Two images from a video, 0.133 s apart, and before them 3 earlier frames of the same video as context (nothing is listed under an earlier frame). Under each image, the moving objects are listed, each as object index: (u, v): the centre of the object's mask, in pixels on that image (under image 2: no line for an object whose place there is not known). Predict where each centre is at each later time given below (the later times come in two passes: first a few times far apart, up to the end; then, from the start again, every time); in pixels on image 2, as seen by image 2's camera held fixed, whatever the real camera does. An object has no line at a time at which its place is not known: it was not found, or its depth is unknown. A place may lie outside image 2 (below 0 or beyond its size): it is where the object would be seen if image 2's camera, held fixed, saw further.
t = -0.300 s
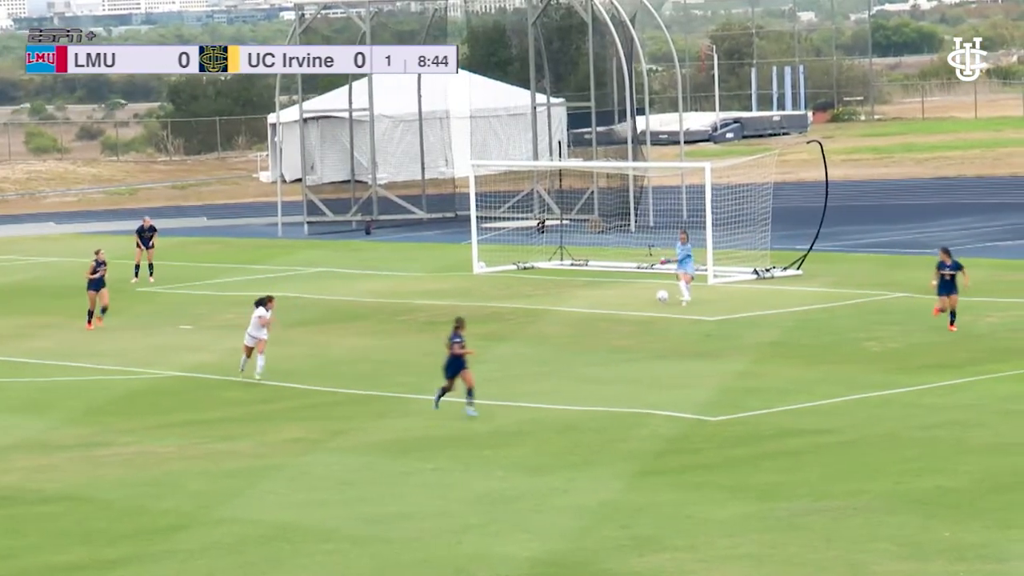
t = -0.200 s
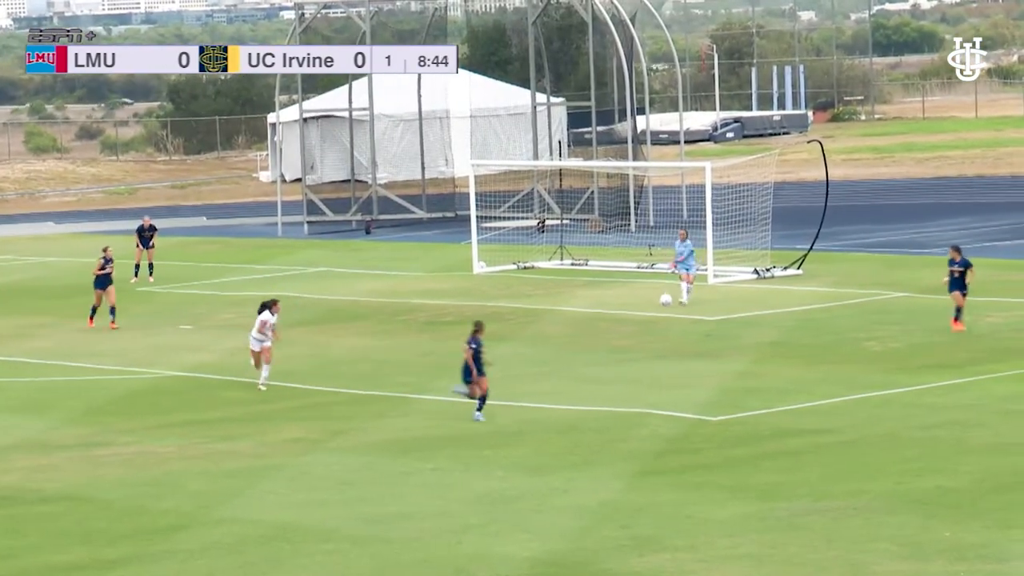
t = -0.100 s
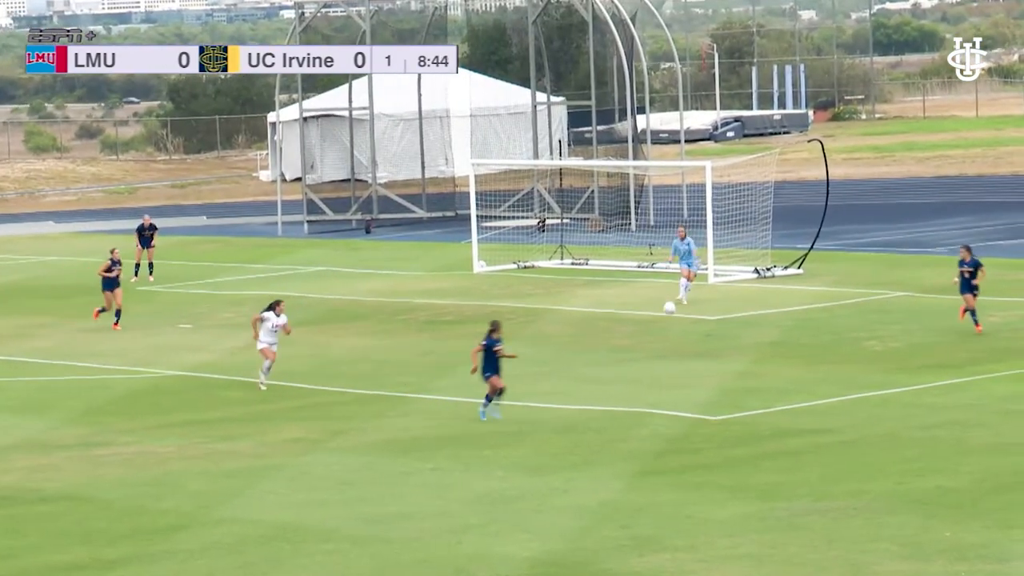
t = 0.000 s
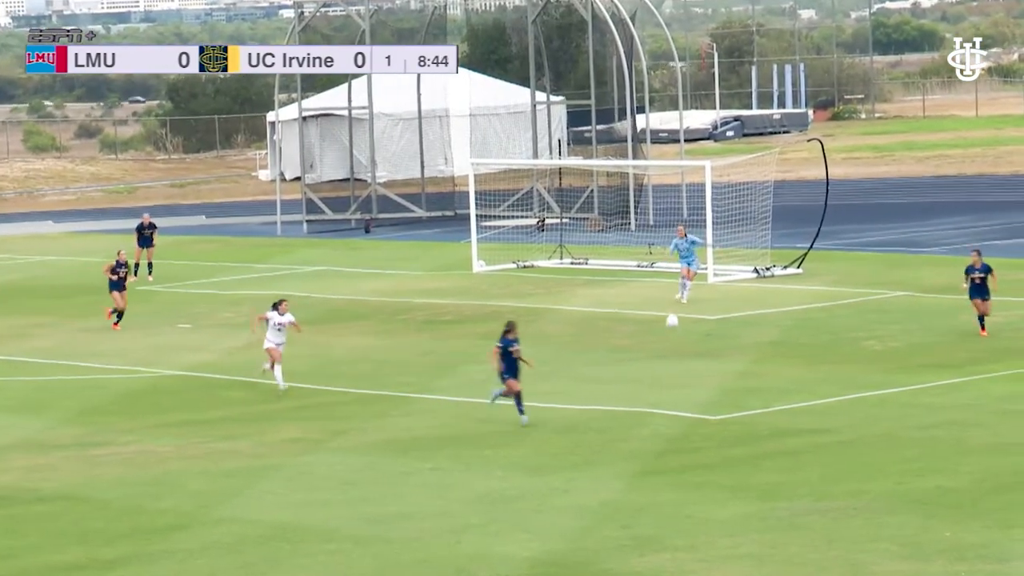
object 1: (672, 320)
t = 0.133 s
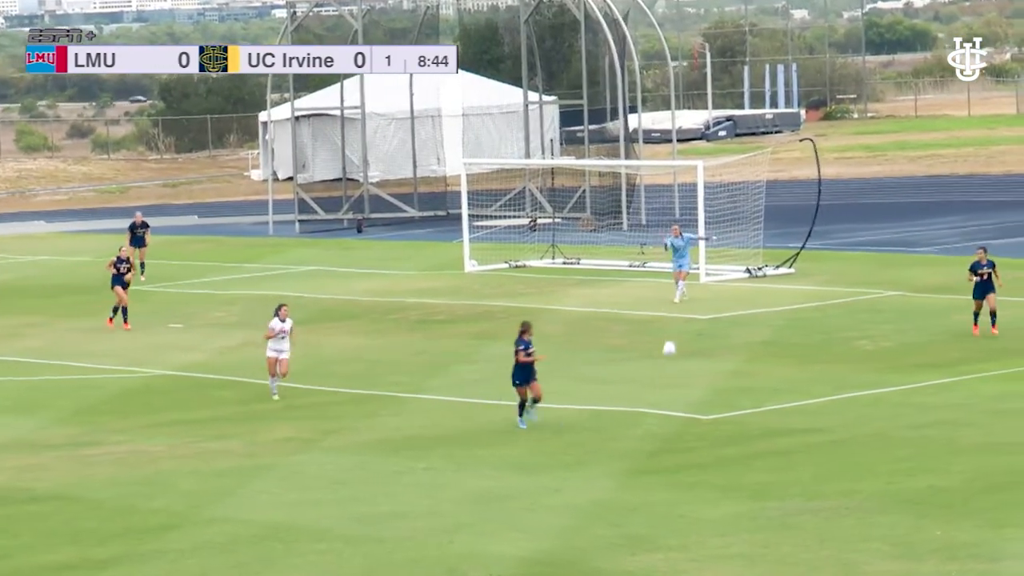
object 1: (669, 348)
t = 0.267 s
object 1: (674, 360)
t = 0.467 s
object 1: (681, 369)
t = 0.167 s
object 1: (670, 357)
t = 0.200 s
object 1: (672, 363)
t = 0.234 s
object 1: (673, 361)
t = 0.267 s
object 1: (674, 360)
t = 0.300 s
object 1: (675, 360)
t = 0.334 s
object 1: (676, 360)
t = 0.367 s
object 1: (677, 361)
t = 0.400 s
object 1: (679, 363)
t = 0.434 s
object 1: (680, 366)
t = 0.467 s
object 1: (681, 369)
